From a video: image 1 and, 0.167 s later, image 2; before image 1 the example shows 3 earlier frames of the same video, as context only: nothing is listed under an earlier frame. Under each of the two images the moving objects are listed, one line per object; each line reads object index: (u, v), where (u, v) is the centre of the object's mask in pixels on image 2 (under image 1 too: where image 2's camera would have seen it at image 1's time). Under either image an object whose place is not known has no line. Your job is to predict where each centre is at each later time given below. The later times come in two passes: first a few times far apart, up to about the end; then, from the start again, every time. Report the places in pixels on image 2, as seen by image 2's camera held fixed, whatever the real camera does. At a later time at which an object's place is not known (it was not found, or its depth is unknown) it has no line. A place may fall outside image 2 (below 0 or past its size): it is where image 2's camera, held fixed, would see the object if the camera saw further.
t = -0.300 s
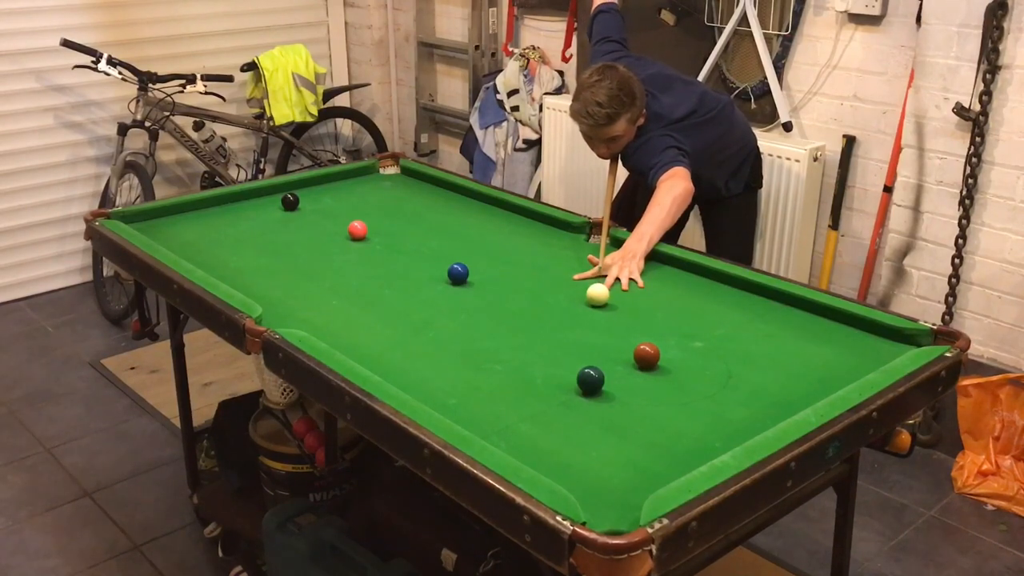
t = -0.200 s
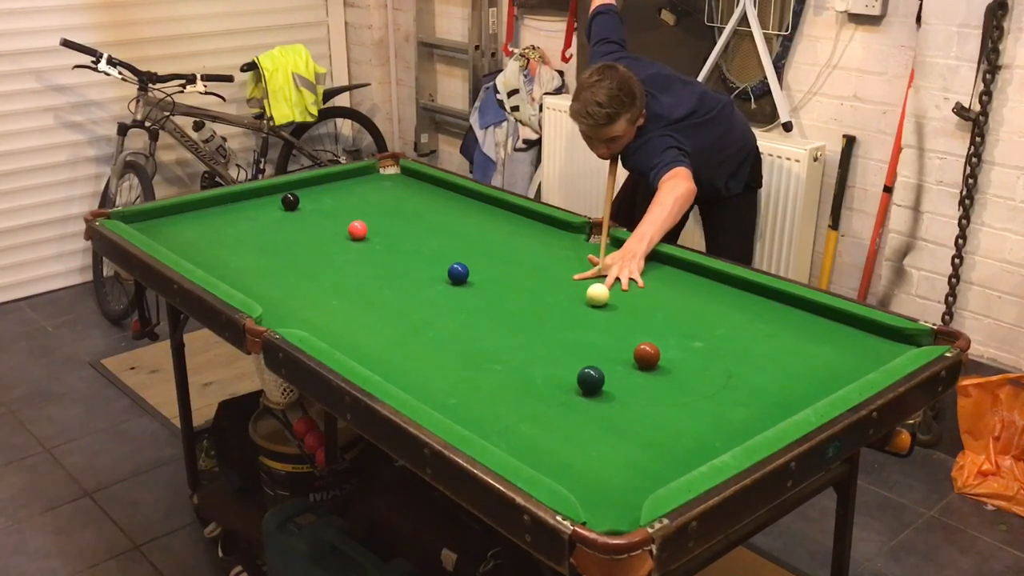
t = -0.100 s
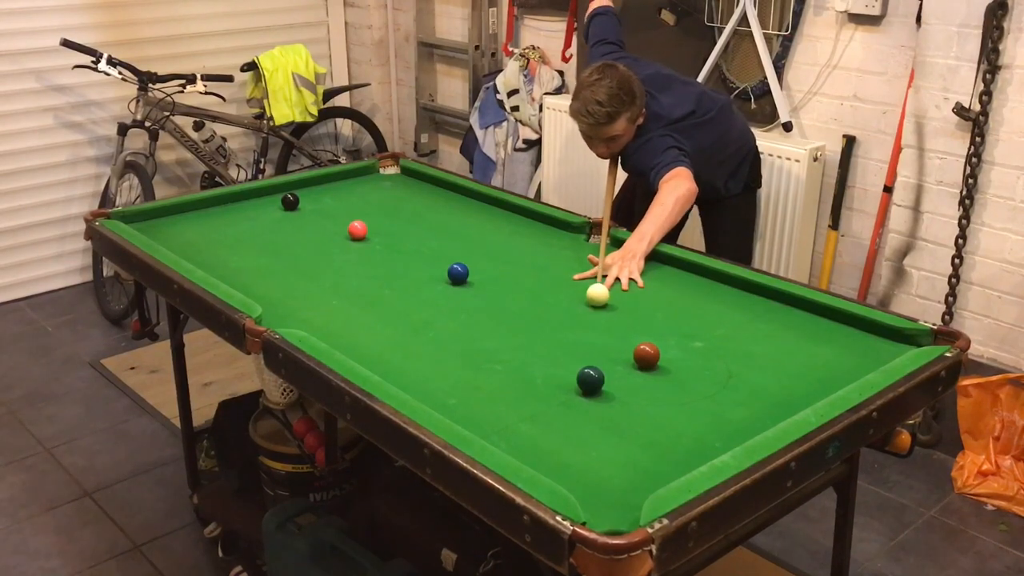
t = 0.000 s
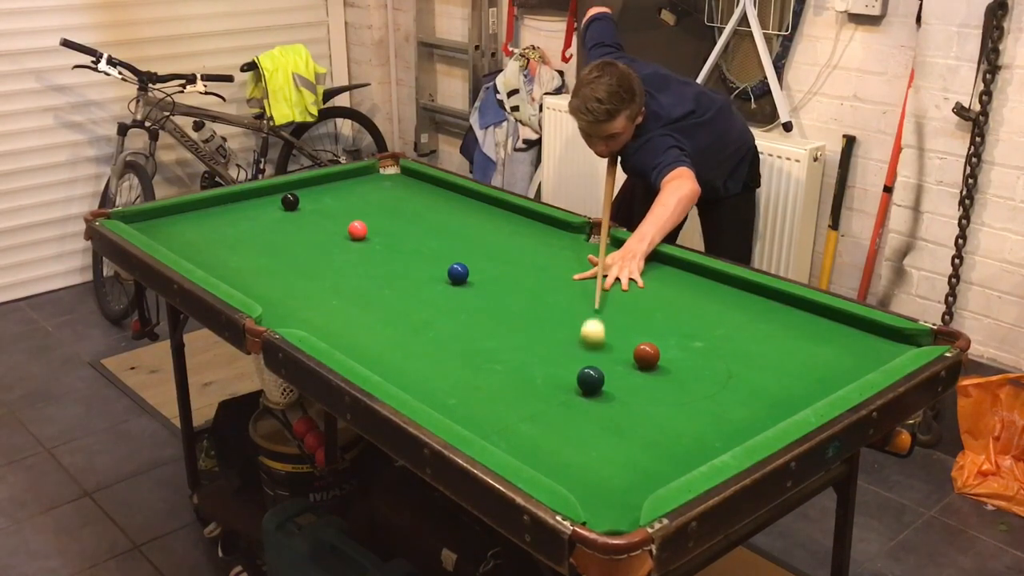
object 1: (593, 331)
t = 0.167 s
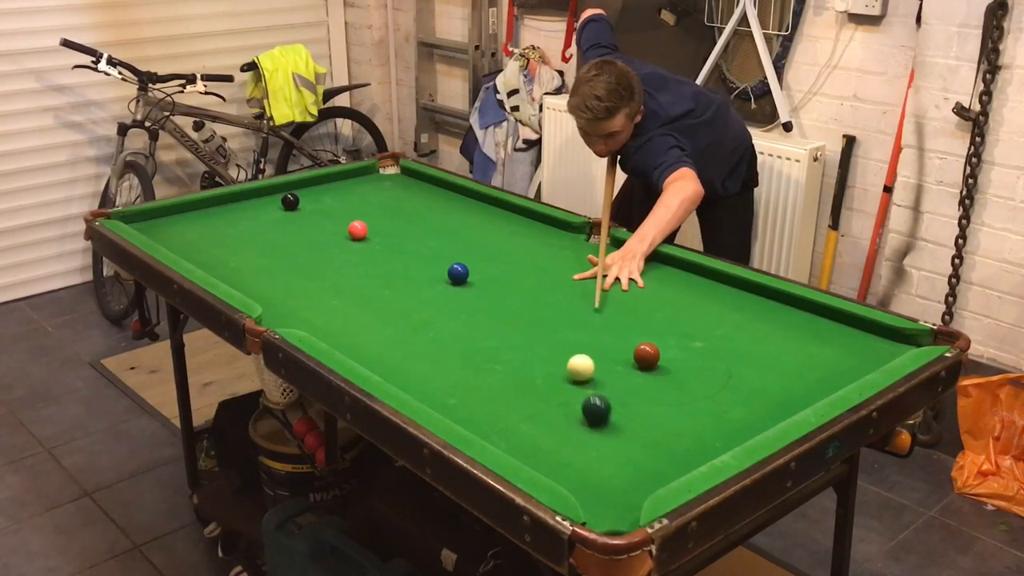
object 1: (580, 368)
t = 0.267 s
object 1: (572, 369)
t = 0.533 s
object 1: (552, 371)
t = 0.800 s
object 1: (538, 373)
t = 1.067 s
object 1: (529, 374)
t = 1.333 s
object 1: (523, 376)
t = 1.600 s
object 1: (523, 376)
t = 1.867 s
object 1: (523, 376)
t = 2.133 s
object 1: (523, 376)
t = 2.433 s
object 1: (523, 376)
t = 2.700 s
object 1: (524, 376)
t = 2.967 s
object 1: (524, 376)
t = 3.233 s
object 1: (524, 376)
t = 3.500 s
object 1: (524, 375)
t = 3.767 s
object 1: (524, 376)
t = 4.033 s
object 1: (524, 376)
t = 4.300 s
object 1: (524, 376)
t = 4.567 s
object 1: (524, 376)
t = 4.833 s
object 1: (524, 376)
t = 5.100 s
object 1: (524, 376)
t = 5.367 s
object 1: (524, 376)
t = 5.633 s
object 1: (524, 375)
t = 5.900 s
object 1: (524, 376)
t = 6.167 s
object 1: (524, 376)
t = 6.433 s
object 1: (524, 376)
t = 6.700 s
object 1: (524, 376)
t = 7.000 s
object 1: (524, 375)
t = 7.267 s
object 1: (524, 375)
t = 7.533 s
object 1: (524, 375)
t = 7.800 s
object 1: (524, 375)
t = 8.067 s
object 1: (524, 375)
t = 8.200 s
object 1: (524, 375)
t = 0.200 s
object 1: (577, 368)
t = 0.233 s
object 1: (575, 368)
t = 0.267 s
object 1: (572, 369)
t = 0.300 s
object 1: (569, 369)
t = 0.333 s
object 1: (567, 369)
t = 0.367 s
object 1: (564, 369)
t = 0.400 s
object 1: (561, 370)
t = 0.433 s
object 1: (559, 370)
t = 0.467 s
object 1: (557, 370)
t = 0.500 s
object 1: (555, 370)
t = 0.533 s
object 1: (552, 371)
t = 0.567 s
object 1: (551, 371)
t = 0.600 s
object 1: (548, 371)
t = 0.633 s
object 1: (547, 371)
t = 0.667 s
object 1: (545, 372)
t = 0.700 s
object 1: (543, 372)
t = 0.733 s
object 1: (541, 372)
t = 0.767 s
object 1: (539, 372)
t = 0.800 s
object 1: (538, 373)
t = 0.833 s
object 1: (537, 373)
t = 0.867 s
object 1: (535, 373)
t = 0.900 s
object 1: (534, 373)
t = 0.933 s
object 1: (533, 373)
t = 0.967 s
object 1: (531, 374)
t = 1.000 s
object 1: (530, 374)
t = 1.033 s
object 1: (529, 374)
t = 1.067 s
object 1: (529, 374)
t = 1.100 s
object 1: (528, 375)
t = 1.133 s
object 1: (527, 375)
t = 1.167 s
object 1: (526, 375)
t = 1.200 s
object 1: (525, 375)
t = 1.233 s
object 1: (525, 375)
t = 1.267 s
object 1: (525, 376)
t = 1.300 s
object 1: (524, 376)
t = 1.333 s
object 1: (523, 376)
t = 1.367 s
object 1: (523, 376)
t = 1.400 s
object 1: (523, 376)
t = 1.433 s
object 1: (523, 376)
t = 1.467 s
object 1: (523, 376)
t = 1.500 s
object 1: (523, 376)
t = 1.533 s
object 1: (523, 376)
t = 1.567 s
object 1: (523, 376)
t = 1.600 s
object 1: (523, 376)
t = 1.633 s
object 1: (523, 376)
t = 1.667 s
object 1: (523, 376)
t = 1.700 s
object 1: (523, 376)
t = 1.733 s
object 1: (523, 376)
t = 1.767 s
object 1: (523, 376)
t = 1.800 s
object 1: (523, 376)
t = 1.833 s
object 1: (523, 376)
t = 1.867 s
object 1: (523, 376)
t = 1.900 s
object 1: (523, 376)
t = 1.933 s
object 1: (523, 376)
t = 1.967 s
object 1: (523, 376)
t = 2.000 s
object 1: (523, 376)
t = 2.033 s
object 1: (523, 376)
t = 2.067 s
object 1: (523, 376)
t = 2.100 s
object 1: (523, 376)
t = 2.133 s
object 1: (523, 376)
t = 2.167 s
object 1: (523, 376)
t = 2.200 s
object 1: (523, 376)
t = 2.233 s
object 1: (523, 376)
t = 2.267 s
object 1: (523, 376)
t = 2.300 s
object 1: (523, 376)
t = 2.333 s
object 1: (523, 376)
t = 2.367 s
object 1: (523, 376)
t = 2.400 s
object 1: (523, 376)
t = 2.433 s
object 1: (523, 376)
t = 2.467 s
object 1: (523, 376)
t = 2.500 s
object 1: (523, 376)
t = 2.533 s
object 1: (523, 376)
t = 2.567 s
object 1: (523, 376)
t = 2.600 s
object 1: (523, 376)
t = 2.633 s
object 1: (523, 376)
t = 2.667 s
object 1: (524, 376)
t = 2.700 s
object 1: (524, 376)
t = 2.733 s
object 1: (524, 376)
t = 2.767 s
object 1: (523, 376)
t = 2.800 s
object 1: (523, 376)
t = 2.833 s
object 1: (524, 376)
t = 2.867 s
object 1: (524, 376)
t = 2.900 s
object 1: (524, 376)
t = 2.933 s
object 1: (524, 376)
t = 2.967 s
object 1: (524, 376)
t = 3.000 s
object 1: (523, 376)
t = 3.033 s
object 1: (524, 376)
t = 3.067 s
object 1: (523, 376)
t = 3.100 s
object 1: (524, 376)
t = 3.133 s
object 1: (524, 376)
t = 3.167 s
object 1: (524, 376)
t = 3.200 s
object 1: (524, 376)
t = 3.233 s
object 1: (524, 376)
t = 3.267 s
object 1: (524, 376)
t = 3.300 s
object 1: (524, 376)
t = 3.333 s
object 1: (524, 376)
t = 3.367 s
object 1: (524, 375)
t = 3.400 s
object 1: (524, 376)
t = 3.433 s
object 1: (524, 376)
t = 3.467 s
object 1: (524, 376)
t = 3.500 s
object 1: (524, 375)
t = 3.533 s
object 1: (524, 376)
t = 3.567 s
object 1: (524, 376)
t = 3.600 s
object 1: (524, 376)
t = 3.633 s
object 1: (524, 376)
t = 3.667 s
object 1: (524, 376)
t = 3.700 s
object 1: (524, 375)
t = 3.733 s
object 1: (524, 376)
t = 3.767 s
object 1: (524, 376)
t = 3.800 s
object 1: (524, 376)
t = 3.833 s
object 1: (524, 375)
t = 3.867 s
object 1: (524, 375)
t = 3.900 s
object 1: (524, 376)
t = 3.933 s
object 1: (524, 376)
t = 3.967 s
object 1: (524, 376)
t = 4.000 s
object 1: (524, 376)
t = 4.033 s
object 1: (524, 376)
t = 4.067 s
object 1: (524, 376)
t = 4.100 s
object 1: (524, 376)
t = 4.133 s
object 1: (524, 375)
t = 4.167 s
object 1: (524, 375)
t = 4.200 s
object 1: (524, 376)
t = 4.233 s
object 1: (524, 375)
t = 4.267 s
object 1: (524, 375)
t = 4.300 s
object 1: (524, 376)
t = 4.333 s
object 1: (524, 376)
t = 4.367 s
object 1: (524, 376)
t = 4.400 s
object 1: (524, 375)
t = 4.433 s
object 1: (524, 376)
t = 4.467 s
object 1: (524, 376)
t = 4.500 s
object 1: (524, 376)
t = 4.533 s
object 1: (524, 376)
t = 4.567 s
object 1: (524, 376)
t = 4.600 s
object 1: (524, 376)
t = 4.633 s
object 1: (524, 376)
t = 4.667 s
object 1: (524, 376)
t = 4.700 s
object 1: (524, 376)
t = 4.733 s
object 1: (524, 376)
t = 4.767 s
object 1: (524, 376)
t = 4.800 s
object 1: (524, 376)
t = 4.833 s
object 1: (524, 376)
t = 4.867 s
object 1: (524, 376)
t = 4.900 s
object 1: (524, 376)
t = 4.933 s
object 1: (524, 376)
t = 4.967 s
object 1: (524, 376)
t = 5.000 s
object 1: (524, 376)
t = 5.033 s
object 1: (524, 376)
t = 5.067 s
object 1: (524, 376)
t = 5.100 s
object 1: (524, 376)
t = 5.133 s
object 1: (524, 376)
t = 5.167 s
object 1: (524, 376)
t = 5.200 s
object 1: (524, 376)
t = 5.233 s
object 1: (524, 376)
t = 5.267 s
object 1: (524, 376)
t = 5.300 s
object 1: (524, 376)
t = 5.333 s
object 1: (524, 376)
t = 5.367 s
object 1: (524, 376)
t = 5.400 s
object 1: (524, 376)
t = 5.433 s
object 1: (524, 376)
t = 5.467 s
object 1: (524, 376)
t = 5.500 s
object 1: (524, 375)
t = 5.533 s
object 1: (524, 375)
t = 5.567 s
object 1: (524, 376)
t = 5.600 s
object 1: (524, 376)
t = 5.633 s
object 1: (524, 375)
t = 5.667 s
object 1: (524, 376)
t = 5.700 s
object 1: (524, 376)
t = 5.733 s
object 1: (524, 376)
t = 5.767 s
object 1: (524, 376)
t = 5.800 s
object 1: (524, 376)
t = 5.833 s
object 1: (524, 376)
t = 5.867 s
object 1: (524, 376)
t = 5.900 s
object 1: (524, 376)
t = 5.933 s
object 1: (524, 376)
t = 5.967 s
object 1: (524, 376)
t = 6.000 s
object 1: (524, 376)
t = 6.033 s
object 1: (524, 376)
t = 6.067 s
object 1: (524, 376)
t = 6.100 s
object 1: (524, 376)
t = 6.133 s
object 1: (524, 376)
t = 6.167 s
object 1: (524, 376)
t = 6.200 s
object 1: (524, 375)
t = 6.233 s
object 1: (524, 376)
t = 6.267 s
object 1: (524, 375)
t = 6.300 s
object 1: (524, 376)
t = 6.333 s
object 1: (524, 376)
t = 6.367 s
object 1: (524, 375)
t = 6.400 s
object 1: (524, 375)
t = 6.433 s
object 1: (524, 376)
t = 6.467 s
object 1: (524, 375)
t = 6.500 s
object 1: (524, 376)
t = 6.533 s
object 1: (524, 376)
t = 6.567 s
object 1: (524, 375)
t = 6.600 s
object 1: (524, 375)
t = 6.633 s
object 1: (524, 375)
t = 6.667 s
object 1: (524, 376)
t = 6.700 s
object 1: (524, 376)
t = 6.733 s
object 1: (524, 376)
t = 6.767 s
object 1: (524, 375)
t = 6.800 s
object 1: (524, 375)
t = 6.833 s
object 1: (524, 375)
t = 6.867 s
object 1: (524, 375)
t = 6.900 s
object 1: (524, 375)
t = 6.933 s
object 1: (524, 375)
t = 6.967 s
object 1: (524, 375)
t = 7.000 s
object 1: (524, 375)
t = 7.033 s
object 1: (524, 375)
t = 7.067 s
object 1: (524, 375)
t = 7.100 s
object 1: (524, 376)
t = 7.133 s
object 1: (524, 375)
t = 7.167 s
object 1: (524, 375)
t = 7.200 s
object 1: (524, 376)
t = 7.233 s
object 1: (524, 376)
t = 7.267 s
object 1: (524, 375)
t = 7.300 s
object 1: (524, 375)
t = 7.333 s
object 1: (524, 375)
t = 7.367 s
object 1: (524, 375)
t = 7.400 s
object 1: (524, 375)
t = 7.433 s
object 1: (524, 375)
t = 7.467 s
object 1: (524, 375)
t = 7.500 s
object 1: (524, 375)
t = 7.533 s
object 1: (524, 375)
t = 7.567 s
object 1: (524, 375)
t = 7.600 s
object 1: (524, 375)
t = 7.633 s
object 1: (524, 375)
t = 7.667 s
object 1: (524, 375)
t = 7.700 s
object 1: (524, 375)
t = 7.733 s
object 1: (524, 375)
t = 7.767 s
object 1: (524, 375)
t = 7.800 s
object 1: (524, 375)
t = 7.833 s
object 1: (524, 375)
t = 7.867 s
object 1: (524, 375)
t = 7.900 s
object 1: (524, 375)
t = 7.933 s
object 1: (524, 375)
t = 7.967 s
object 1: (524, 375)
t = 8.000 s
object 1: (524, 375)
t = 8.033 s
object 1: (524, 375)
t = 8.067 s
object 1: (524, 375)
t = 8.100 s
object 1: (524, 375)
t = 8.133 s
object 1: (524, 375)
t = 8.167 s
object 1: (524, 375)
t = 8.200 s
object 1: (524, 375)
